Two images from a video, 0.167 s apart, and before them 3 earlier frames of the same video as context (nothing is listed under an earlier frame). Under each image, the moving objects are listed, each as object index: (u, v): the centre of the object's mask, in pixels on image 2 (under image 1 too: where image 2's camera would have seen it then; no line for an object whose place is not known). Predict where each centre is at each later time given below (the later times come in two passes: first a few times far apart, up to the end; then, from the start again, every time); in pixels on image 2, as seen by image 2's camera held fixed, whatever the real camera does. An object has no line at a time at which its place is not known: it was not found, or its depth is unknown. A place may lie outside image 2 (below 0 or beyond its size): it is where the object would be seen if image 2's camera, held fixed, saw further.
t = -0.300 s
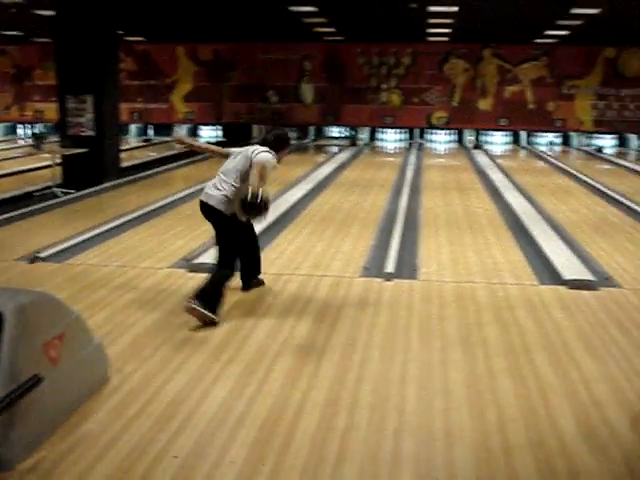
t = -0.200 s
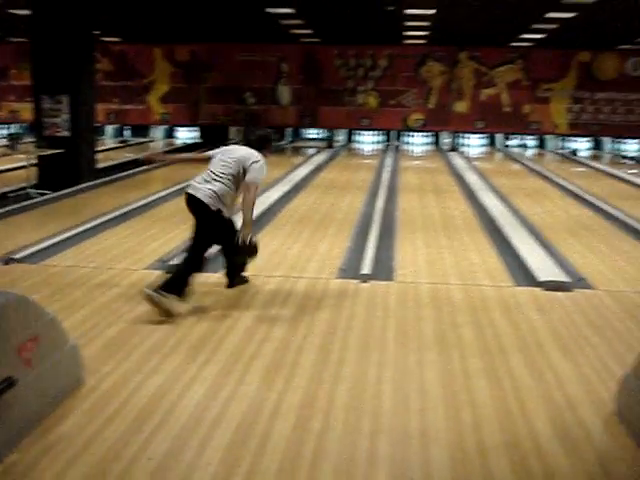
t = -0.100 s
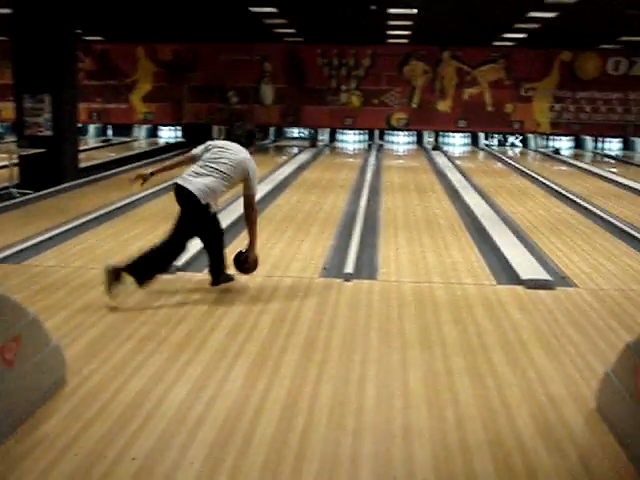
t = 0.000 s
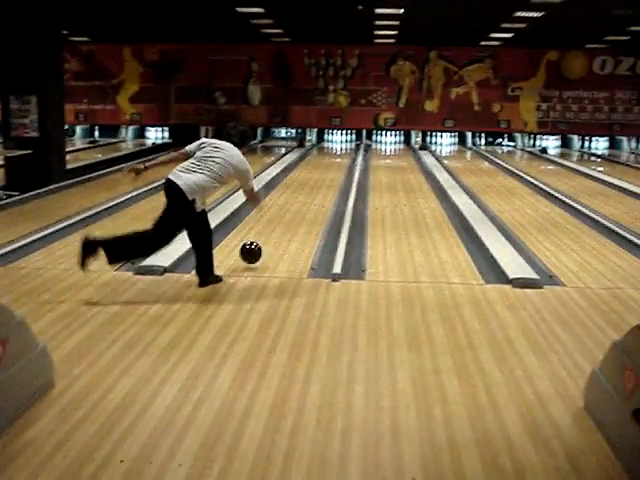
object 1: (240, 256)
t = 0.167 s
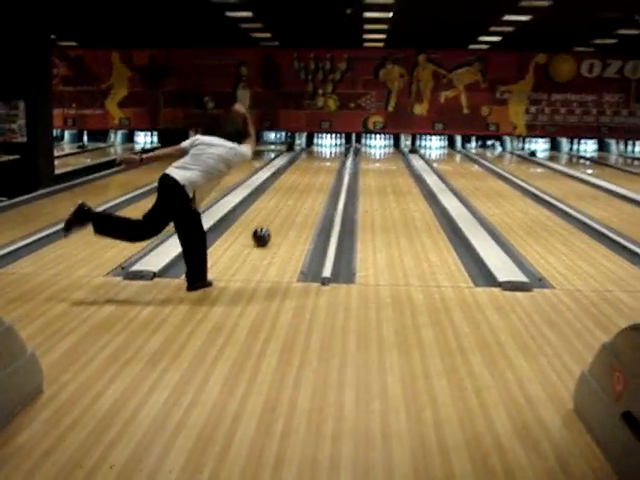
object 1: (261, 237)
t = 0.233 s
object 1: (268, 228)
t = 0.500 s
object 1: (288, 203)
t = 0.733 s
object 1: (301, 188)
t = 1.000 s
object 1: (311, 175)
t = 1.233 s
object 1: (318, 166)
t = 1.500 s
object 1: (323, 159)
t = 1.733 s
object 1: (327, 154)
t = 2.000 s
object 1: (328, 149)
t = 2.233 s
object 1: (328, 146)
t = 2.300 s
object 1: (327, 145)
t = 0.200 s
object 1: (265, 232)
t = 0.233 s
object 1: (268, 228)
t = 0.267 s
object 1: (271, 224)
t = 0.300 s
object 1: (273, 220)
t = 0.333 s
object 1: (276, 218)
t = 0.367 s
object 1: (279, 214)
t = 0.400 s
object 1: (281, 211)
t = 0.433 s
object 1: (284, 208)
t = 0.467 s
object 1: (286, 205)
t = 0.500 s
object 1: (288, 203)
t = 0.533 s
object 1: (290, 201)
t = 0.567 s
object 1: (292, 198)
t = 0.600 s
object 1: (294, 196)
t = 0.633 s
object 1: (296, 193)
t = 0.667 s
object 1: (298, 191)
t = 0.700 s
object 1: (299, 190)
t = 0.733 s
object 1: (301, 188)
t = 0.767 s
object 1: (302, 186)
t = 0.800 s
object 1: (303, 184)
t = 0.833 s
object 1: (305, 183)
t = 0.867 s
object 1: (306, 181)
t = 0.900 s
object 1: (307, 179)
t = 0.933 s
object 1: (309, 178)
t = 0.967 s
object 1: (310, 176)
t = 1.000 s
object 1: (311, 175)
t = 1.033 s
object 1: (312, 173)
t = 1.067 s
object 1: (313, 172)
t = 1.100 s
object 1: (314, 171)
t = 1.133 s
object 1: (315, 170)
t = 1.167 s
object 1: (316, 168)
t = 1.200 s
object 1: (317, 168)
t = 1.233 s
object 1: (318, 166)
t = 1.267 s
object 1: (319, 165)
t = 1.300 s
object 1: (319, 164)
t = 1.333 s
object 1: (320, 163)
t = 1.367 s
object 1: (321, 162)
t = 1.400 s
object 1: (321, 161)
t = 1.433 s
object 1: (322, 161)
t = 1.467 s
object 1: (323, 159)
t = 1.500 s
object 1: (323, 159)
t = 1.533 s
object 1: (324, 158)
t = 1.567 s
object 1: (324, 157)
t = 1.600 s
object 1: (325, 156)
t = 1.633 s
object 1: (325, 156)
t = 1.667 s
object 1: (326, 155)
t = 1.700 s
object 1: (326, 154)
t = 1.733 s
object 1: (327, 154)
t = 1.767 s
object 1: (327, 152)
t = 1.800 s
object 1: (327, 152)
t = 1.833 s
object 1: (328, 151)
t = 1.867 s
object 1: (328, 151)
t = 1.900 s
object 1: (328, 150)
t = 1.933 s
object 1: (328, 150)
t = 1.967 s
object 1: (328, 150)
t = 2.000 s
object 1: (328, 149)
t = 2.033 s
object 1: (328, 149)
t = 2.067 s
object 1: (328, 147)
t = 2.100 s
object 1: (328, 147)
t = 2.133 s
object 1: (328, 147)
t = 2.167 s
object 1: (328, 147)
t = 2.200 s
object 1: (328, 145)
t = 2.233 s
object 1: (328, 146)
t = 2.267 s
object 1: (327, 146)
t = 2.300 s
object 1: (327, 145)
